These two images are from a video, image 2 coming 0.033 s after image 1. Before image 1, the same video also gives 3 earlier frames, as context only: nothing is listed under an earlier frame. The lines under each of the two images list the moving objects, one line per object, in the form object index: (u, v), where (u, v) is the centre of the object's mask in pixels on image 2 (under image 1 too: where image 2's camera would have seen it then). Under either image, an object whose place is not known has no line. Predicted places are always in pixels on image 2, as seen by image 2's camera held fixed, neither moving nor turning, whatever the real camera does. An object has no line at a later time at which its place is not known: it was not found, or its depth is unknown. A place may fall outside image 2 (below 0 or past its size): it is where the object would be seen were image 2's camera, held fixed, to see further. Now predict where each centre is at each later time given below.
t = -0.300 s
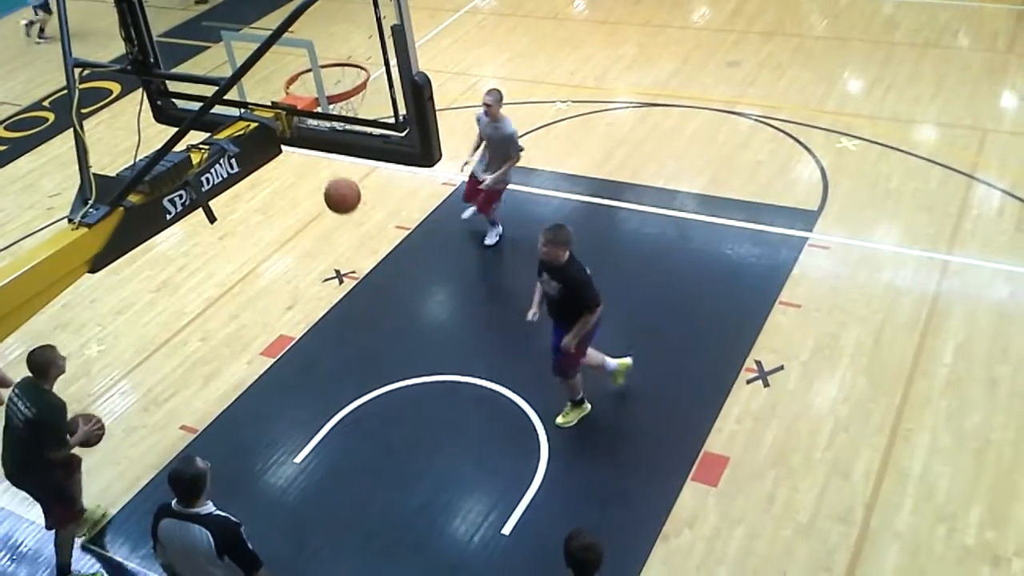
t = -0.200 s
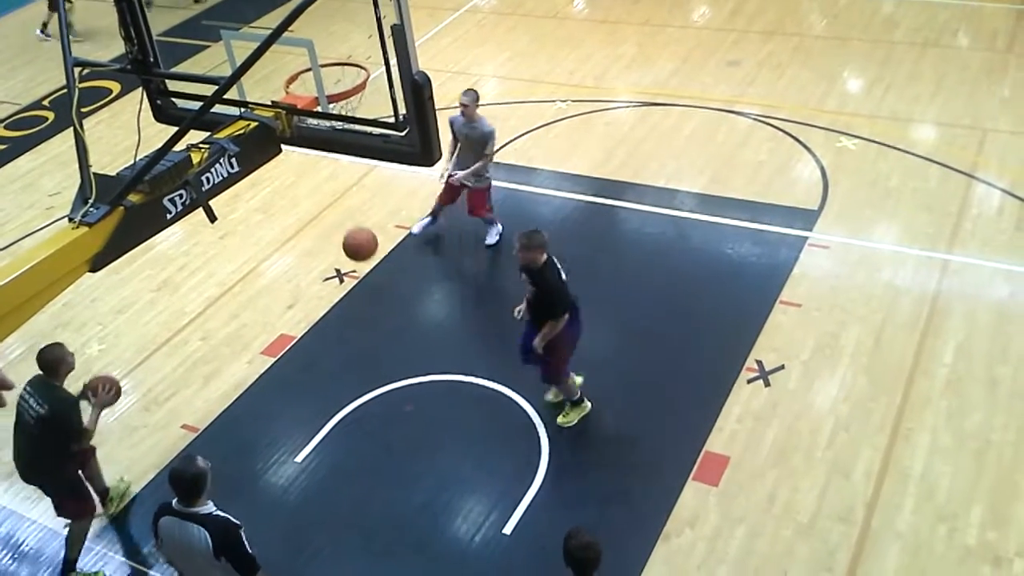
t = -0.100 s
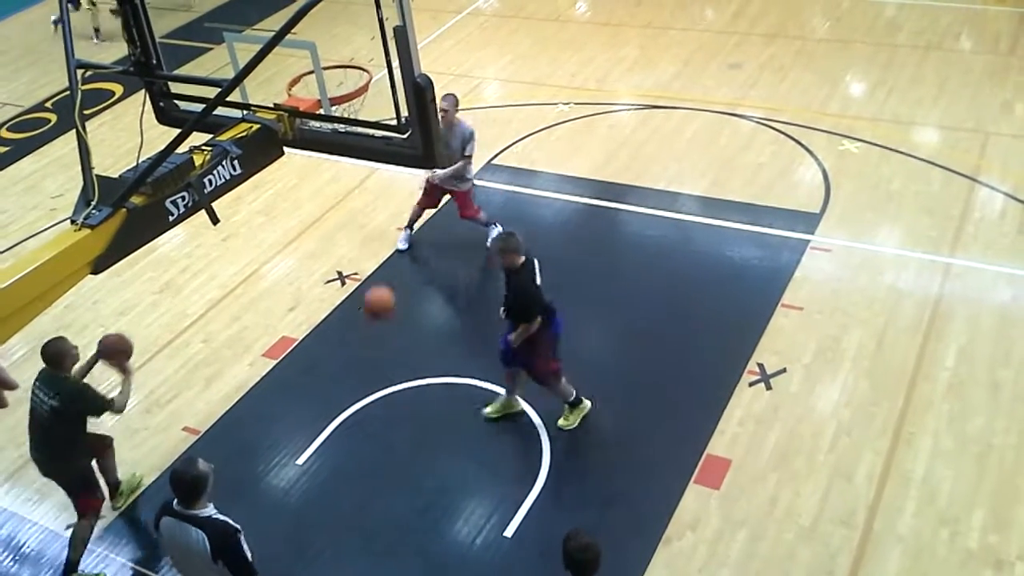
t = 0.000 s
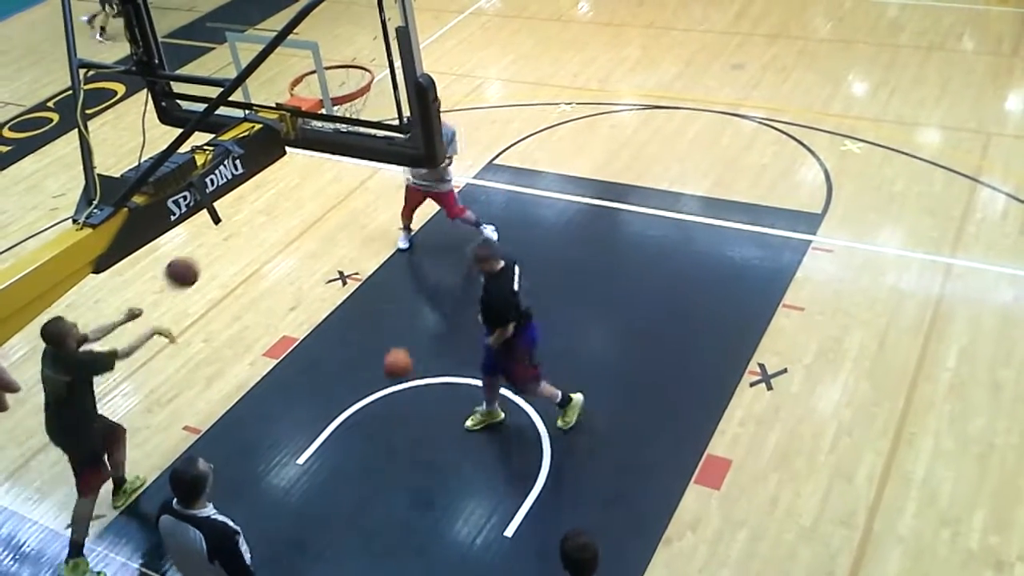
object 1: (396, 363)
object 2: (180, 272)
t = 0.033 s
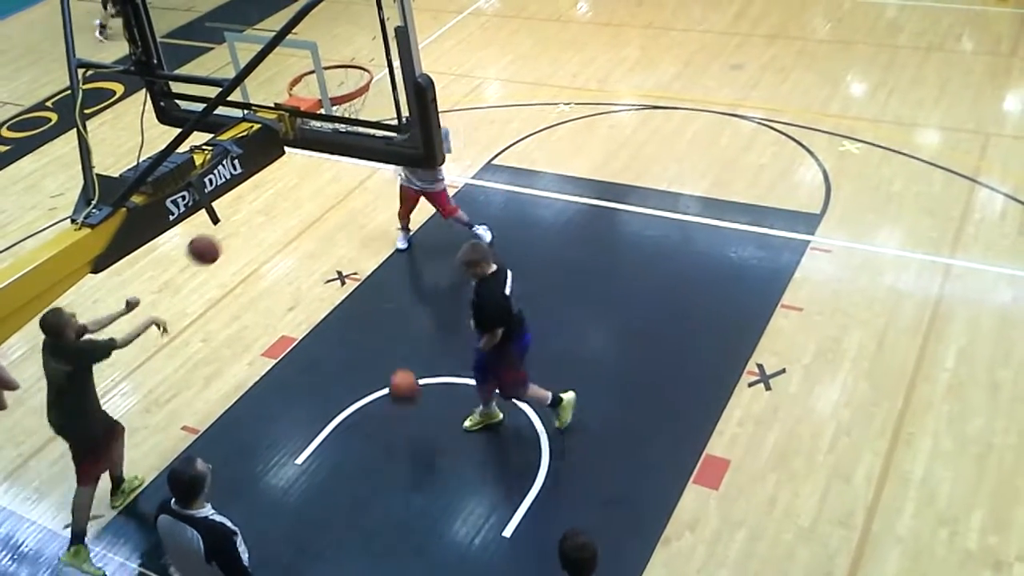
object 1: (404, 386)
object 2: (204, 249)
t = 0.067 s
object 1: (410, 409)
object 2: (228, 229)
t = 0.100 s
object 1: (417, 427)
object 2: (249, 210)
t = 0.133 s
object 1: (415, 403)
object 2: (271, 193)
